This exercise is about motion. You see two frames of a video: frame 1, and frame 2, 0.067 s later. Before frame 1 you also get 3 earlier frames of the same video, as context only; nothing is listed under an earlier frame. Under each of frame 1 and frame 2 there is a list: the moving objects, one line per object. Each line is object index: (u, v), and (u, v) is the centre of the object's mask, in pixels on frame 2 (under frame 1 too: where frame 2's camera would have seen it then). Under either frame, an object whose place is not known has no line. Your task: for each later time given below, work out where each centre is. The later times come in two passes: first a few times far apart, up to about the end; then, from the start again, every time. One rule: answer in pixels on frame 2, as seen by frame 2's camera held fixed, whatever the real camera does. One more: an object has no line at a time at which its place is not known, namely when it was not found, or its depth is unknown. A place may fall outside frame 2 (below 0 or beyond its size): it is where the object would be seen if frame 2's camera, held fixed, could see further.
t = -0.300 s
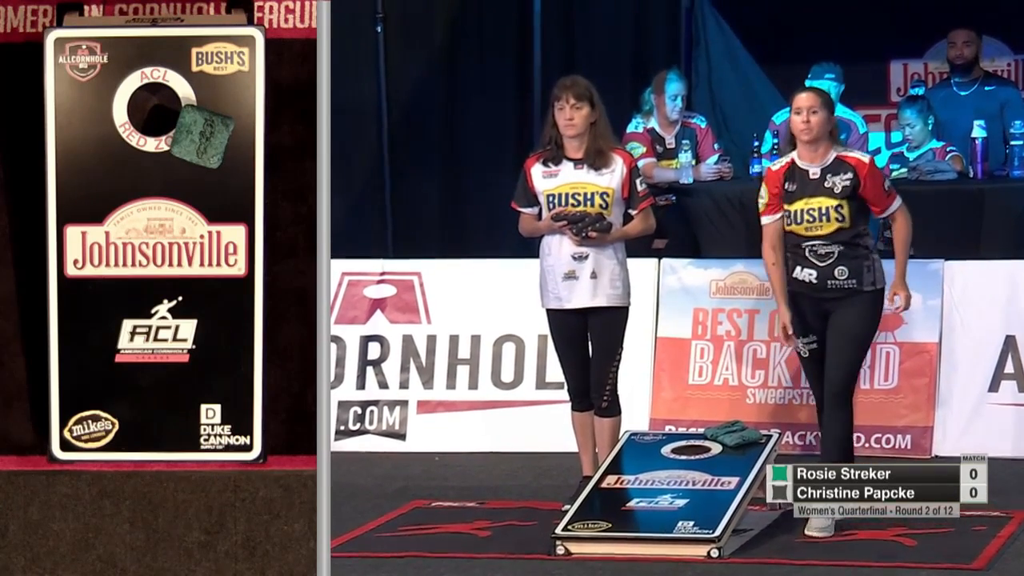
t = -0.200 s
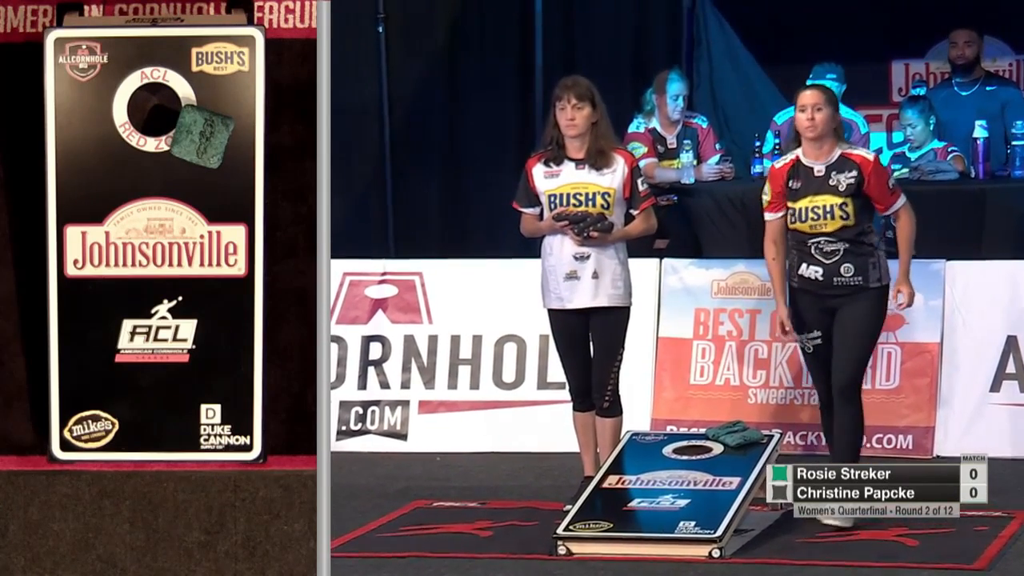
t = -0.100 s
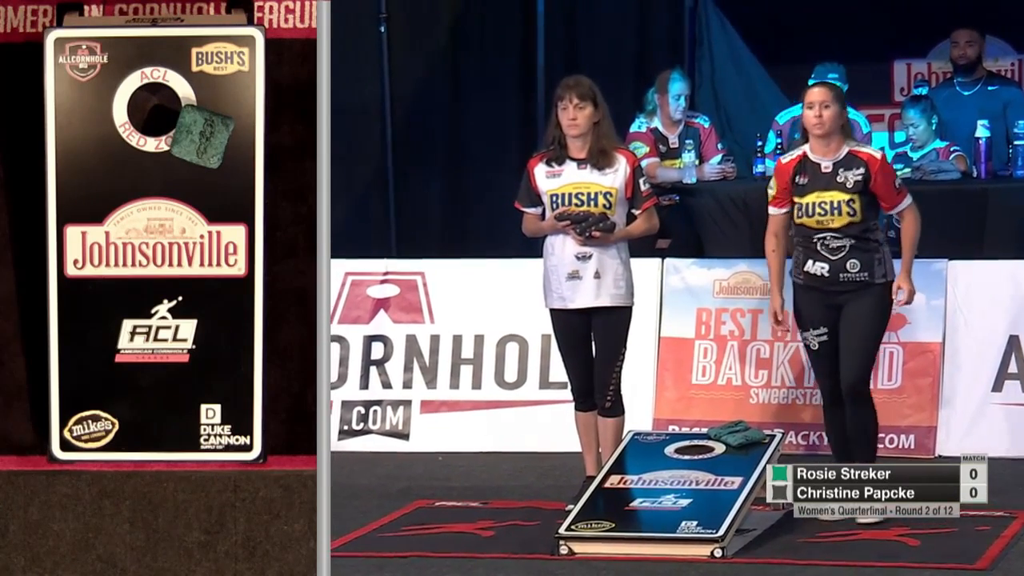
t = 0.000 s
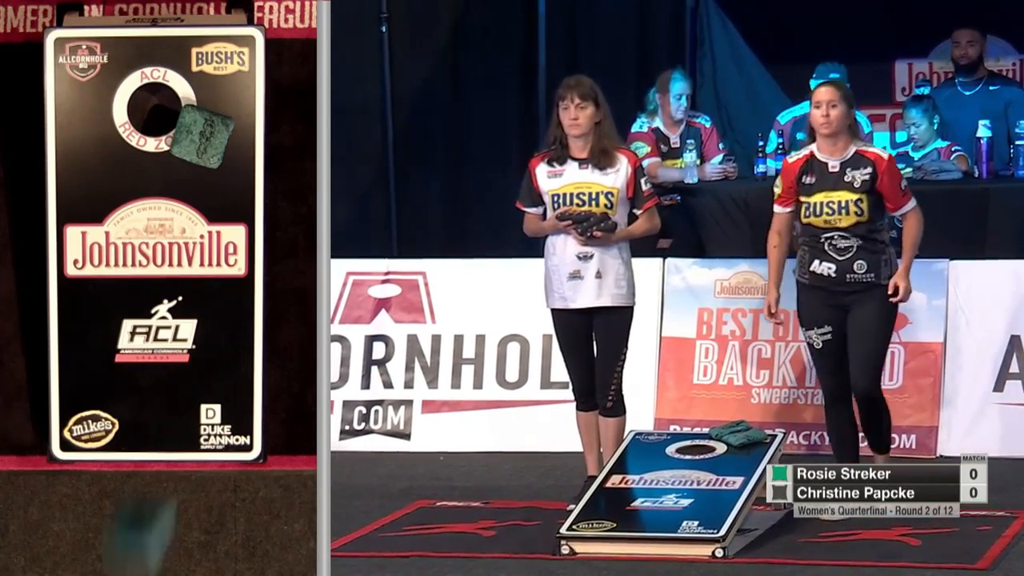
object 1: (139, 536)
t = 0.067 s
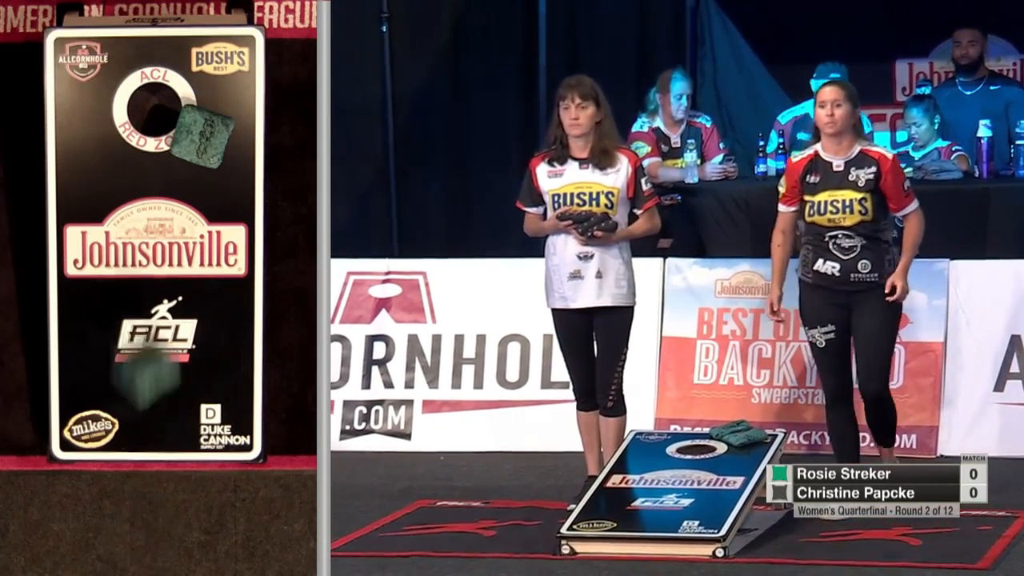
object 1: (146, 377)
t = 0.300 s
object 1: (163, 193)
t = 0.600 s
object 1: (162, 176)
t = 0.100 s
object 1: (150, 315)
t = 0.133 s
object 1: (152, 294)
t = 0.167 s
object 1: (157, 274)
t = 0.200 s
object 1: (160, 248)
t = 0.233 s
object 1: (160, 228)
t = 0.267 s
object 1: (162, 210)
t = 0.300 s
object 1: (163, 193)
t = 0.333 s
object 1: (164, 181)
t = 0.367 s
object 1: (164, 176)
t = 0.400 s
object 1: (163, 175)
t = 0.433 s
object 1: (163, 175)
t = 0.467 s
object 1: (162, 175)
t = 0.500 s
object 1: (162, 176)
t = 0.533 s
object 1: (162, 176)
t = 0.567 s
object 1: (162, 176)
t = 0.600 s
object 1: (162, 176)
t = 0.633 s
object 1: (162, 176)
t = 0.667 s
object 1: (162, 176)
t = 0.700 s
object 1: (162, 176)
